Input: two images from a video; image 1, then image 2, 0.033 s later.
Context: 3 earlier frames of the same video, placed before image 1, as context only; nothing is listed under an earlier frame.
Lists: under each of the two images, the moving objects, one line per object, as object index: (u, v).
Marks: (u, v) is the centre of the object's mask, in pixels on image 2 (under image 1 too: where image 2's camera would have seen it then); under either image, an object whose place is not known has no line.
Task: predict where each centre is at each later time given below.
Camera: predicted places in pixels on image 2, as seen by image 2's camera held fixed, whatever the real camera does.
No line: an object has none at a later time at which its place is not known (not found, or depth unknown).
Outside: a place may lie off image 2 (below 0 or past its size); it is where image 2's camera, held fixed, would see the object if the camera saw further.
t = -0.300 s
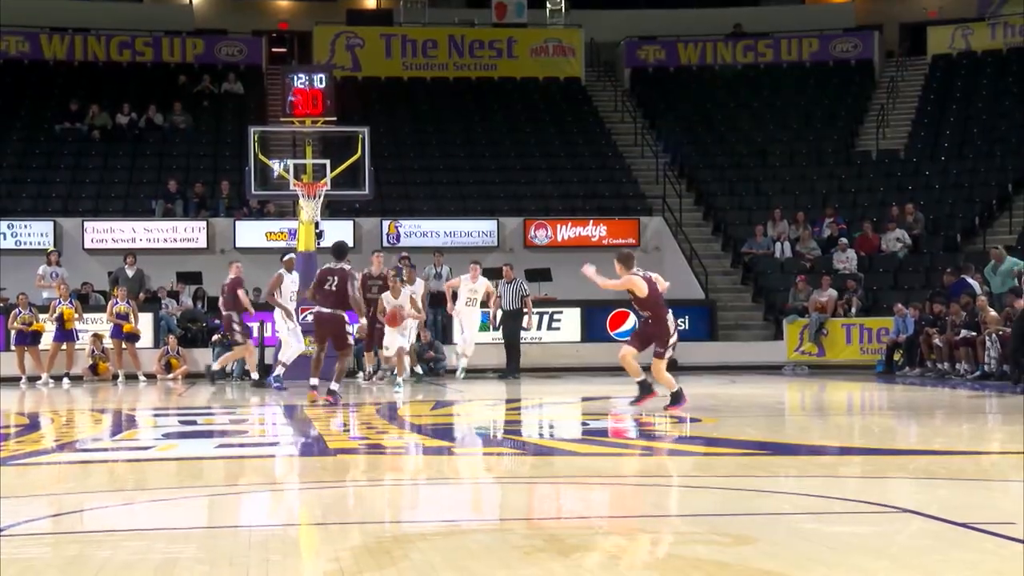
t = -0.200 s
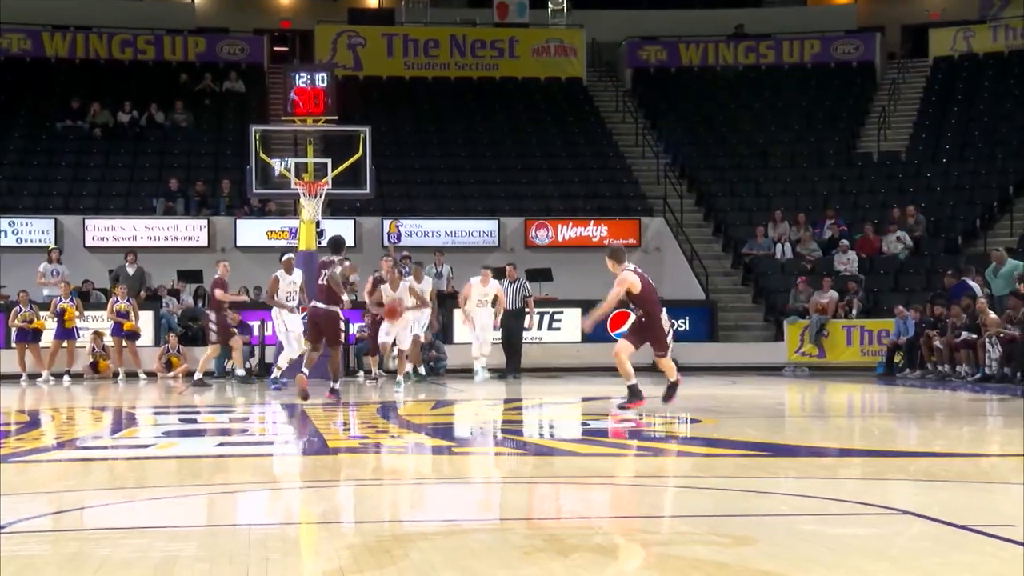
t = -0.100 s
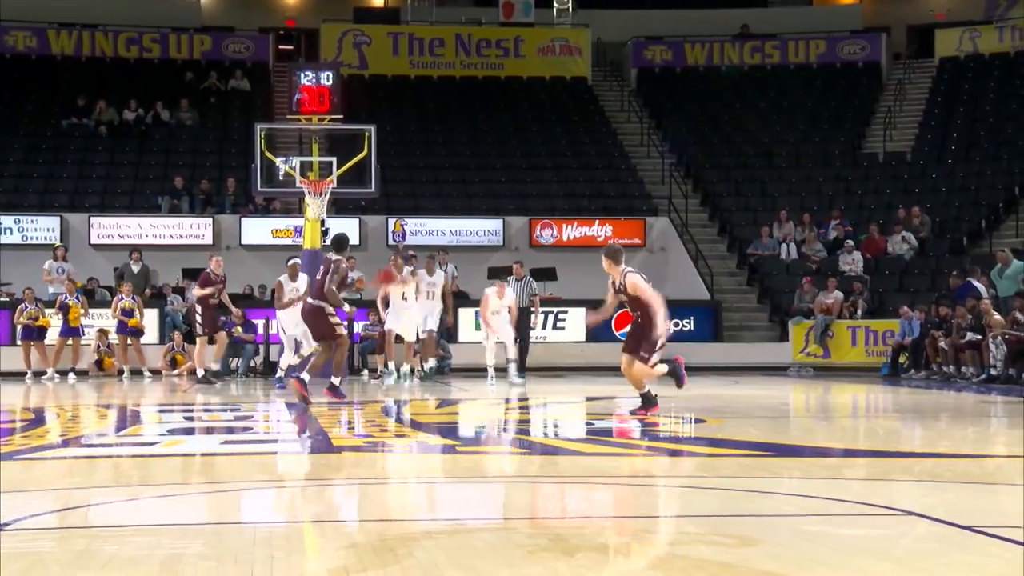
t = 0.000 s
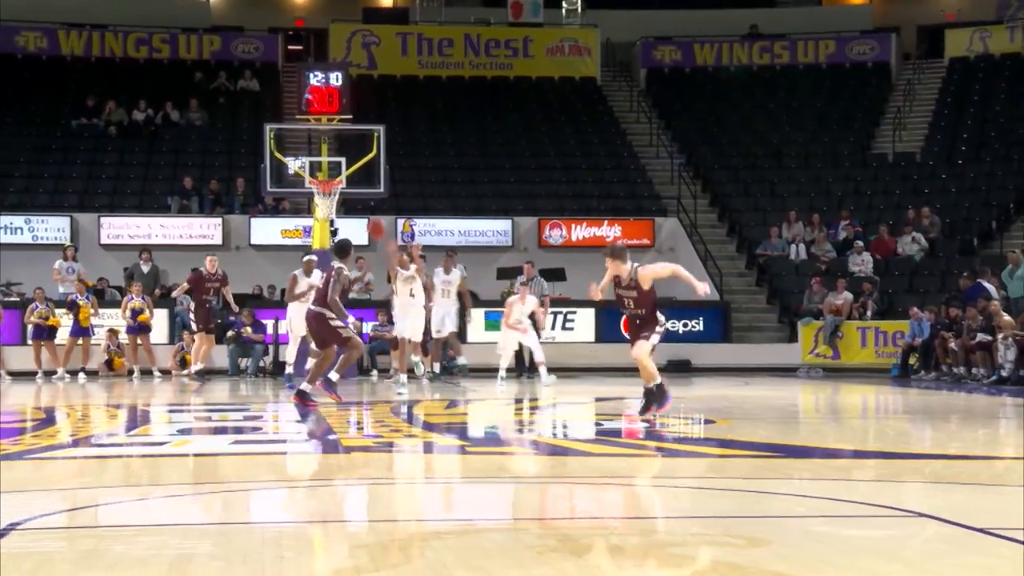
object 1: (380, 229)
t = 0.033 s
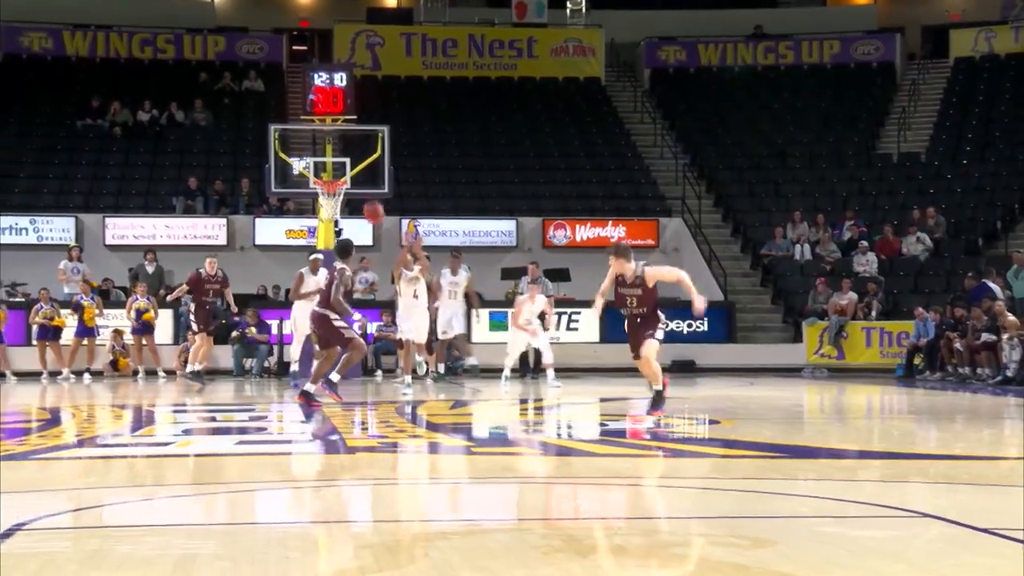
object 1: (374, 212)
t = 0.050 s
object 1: (370, 205)
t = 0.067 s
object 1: (366, 198)
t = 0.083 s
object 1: (362, 190)
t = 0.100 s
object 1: (359, 181)
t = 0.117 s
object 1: (355, 174)
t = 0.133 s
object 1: (352, 166)
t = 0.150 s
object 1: (347, 158)
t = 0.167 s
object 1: (343, 150)
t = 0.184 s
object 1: (339, 144)
